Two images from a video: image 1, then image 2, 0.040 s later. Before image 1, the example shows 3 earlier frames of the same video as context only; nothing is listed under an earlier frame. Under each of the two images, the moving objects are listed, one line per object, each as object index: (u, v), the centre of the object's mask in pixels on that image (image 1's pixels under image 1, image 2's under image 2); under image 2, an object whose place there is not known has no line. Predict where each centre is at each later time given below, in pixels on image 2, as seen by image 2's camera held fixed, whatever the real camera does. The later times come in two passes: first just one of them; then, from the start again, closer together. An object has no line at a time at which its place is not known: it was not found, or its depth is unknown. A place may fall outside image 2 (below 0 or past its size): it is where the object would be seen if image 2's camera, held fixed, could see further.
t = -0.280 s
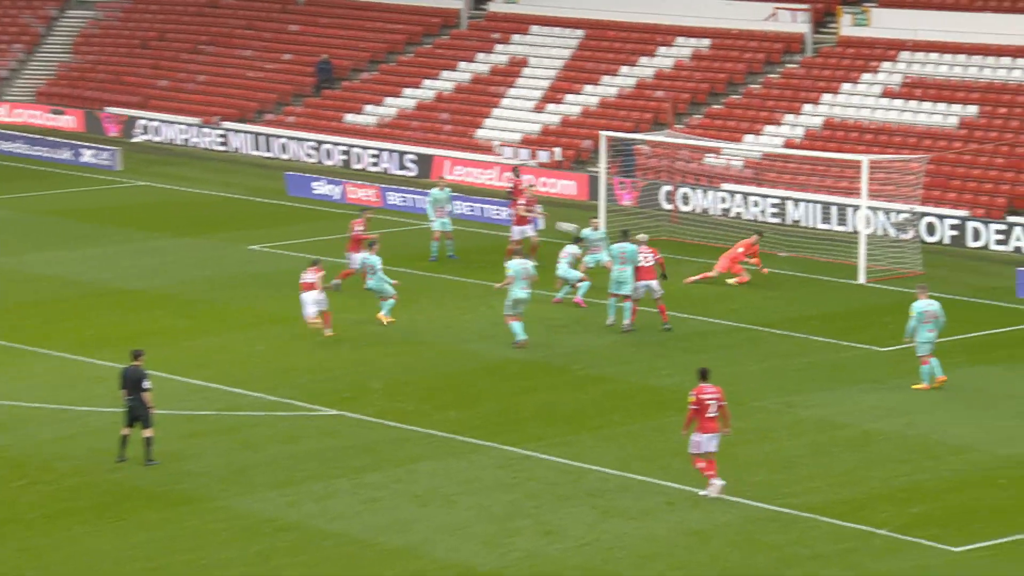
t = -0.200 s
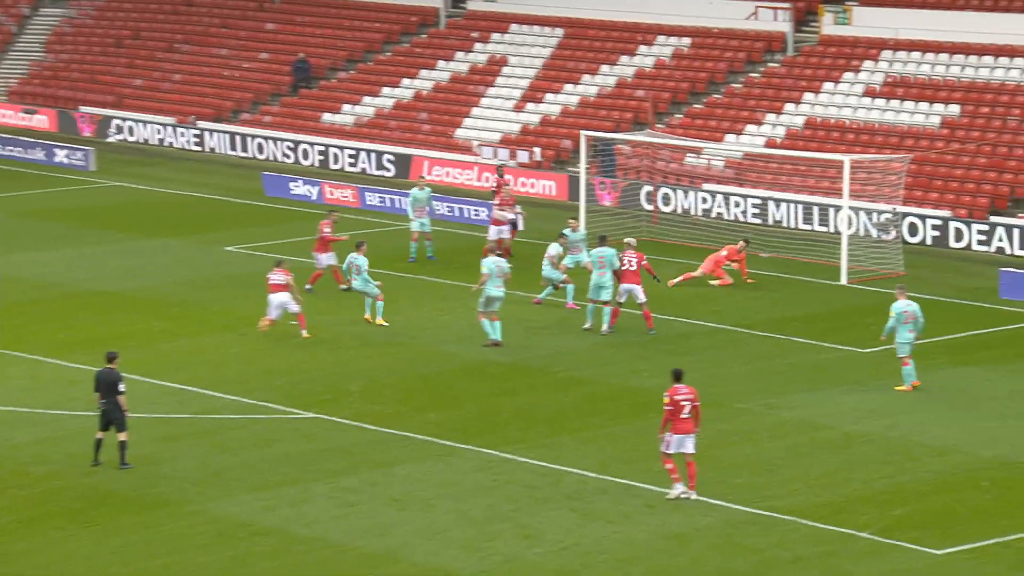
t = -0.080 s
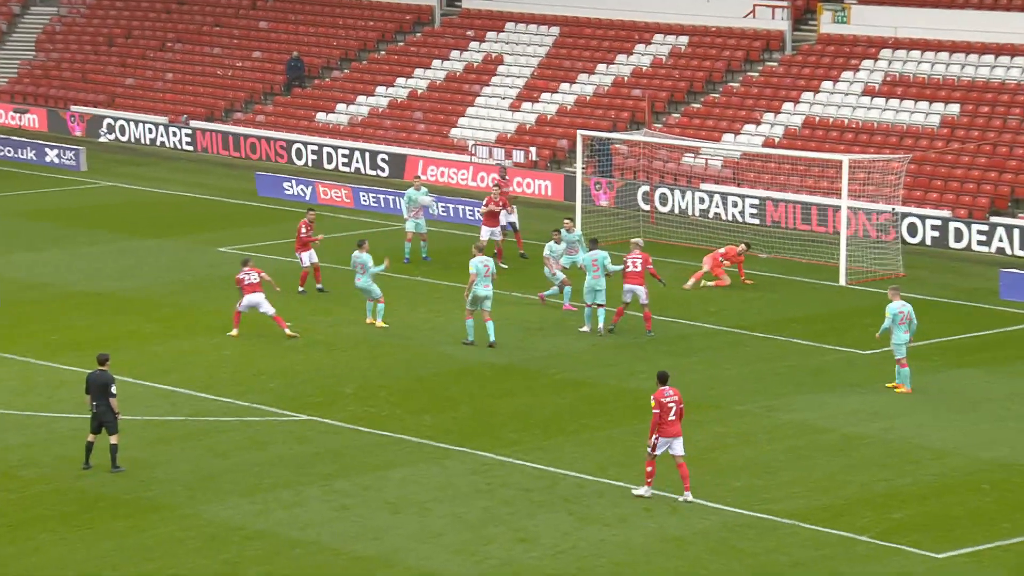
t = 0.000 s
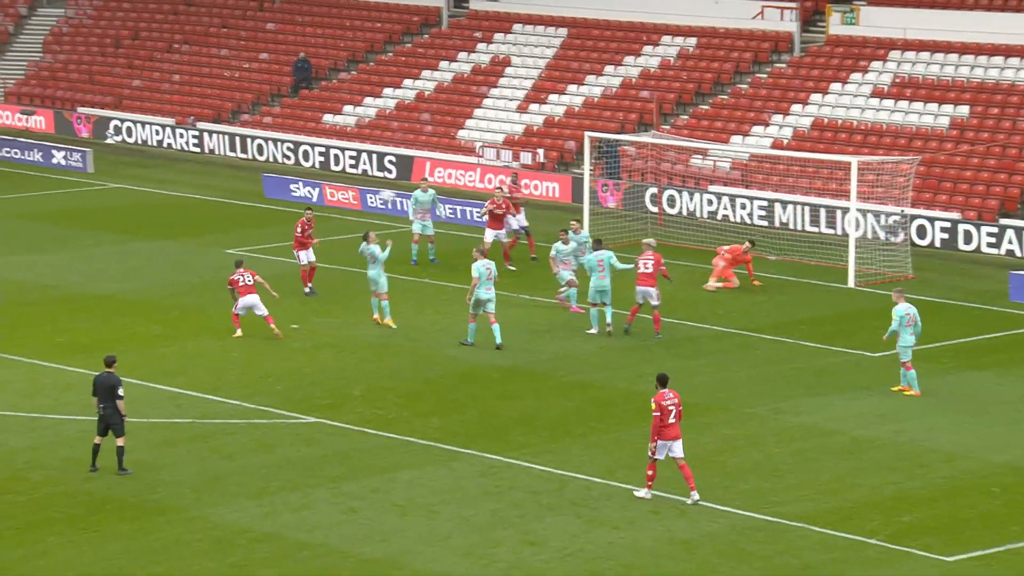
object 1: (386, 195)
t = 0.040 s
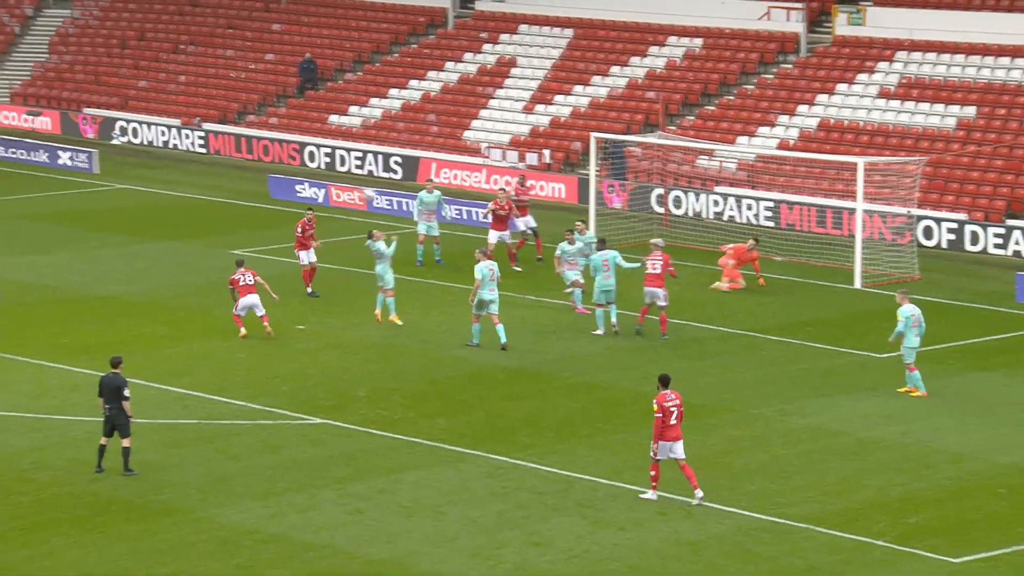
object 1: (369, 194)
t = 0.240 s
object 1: (253, 193)
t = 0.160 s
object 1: (301, 191)
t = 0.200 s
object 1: (277, 192)
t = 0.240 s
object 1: (253, 193)
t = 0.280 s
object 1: (232, 195)
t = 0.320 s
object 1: (208, 197)
